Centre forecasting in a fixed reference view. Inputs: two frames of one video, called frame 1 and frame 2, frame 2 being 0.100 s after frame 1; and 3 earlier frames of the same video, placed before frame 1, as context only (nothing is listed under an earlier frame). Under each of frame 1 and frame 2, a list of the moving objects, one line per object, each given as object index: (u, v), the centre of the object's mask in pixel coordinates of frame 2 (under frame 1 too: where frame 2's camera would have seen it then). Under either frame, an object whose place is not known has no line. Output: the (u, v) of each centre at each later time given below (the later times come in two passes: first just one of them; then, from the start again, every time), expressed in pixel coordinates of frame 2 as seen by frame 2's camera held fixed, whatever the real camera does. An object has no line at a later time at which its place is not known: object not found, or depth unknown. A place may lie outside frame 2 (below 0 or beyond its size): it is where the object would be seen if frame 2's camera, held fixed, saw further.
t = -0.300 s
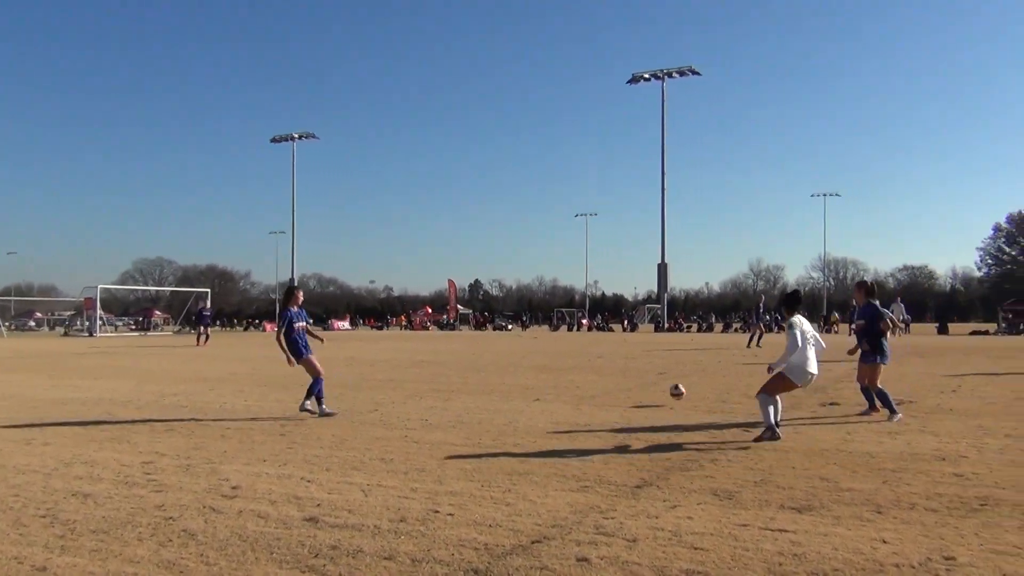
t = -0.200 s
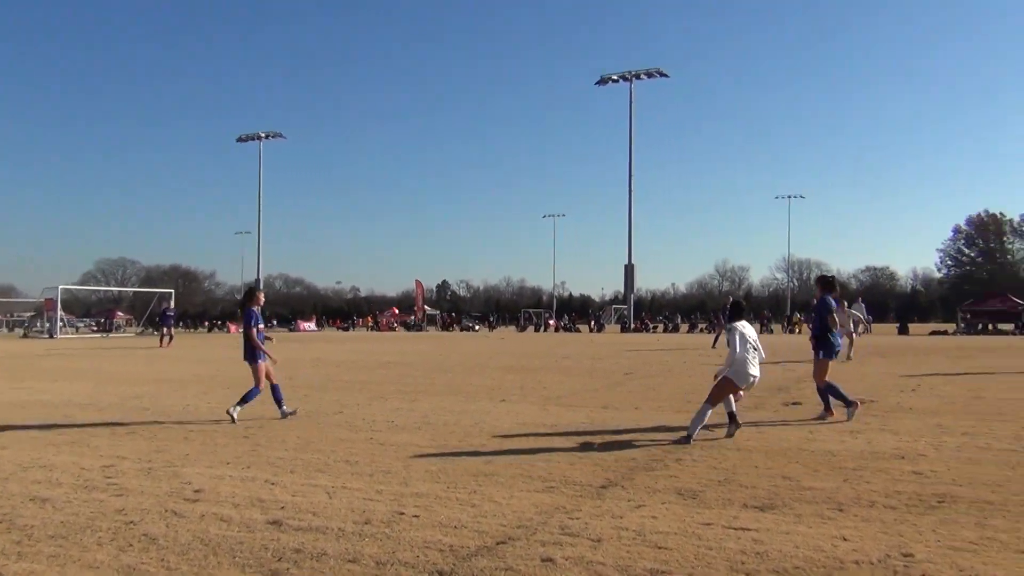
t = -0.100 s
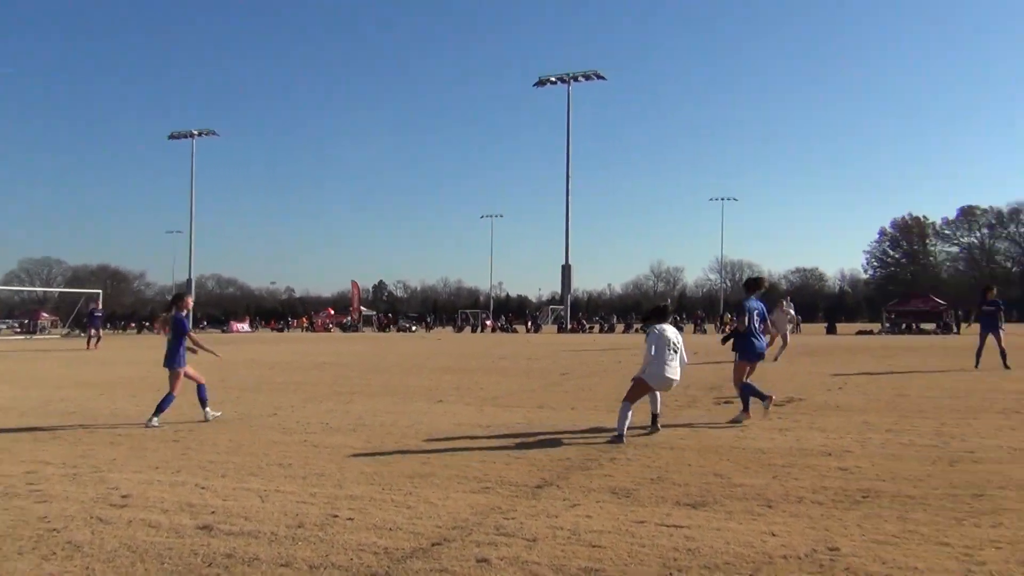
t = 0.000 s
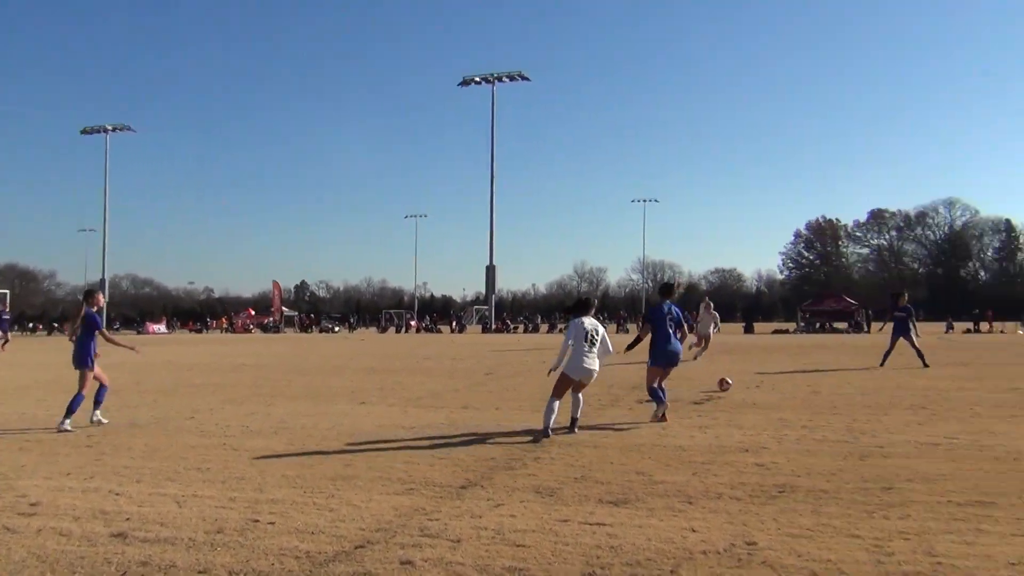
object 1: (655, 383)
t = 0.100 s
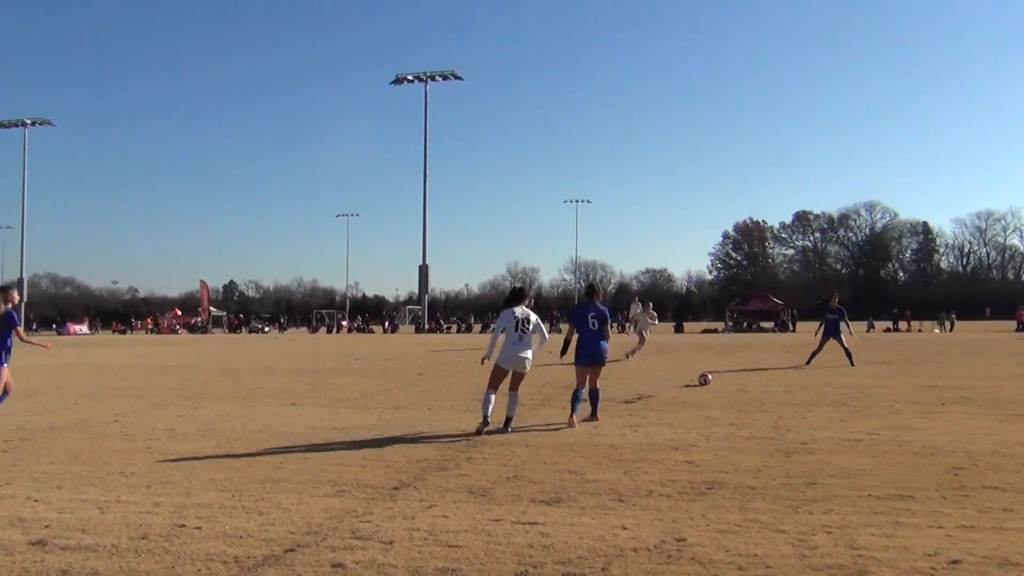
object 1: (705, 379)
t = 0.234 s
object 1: (760, 376)
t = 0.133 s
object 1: (719, 378)
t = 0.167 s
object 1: (733, 377)
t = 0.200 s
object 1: (747, 376)
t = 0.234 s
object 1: (760, 376)
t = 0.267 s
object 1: (771, 375)
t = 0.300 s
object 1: (781, 373)
